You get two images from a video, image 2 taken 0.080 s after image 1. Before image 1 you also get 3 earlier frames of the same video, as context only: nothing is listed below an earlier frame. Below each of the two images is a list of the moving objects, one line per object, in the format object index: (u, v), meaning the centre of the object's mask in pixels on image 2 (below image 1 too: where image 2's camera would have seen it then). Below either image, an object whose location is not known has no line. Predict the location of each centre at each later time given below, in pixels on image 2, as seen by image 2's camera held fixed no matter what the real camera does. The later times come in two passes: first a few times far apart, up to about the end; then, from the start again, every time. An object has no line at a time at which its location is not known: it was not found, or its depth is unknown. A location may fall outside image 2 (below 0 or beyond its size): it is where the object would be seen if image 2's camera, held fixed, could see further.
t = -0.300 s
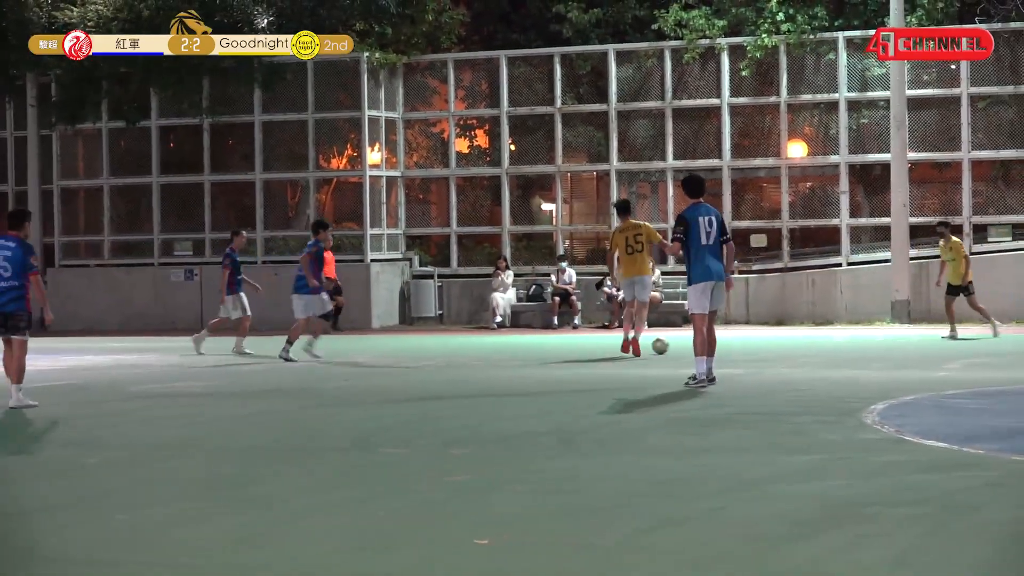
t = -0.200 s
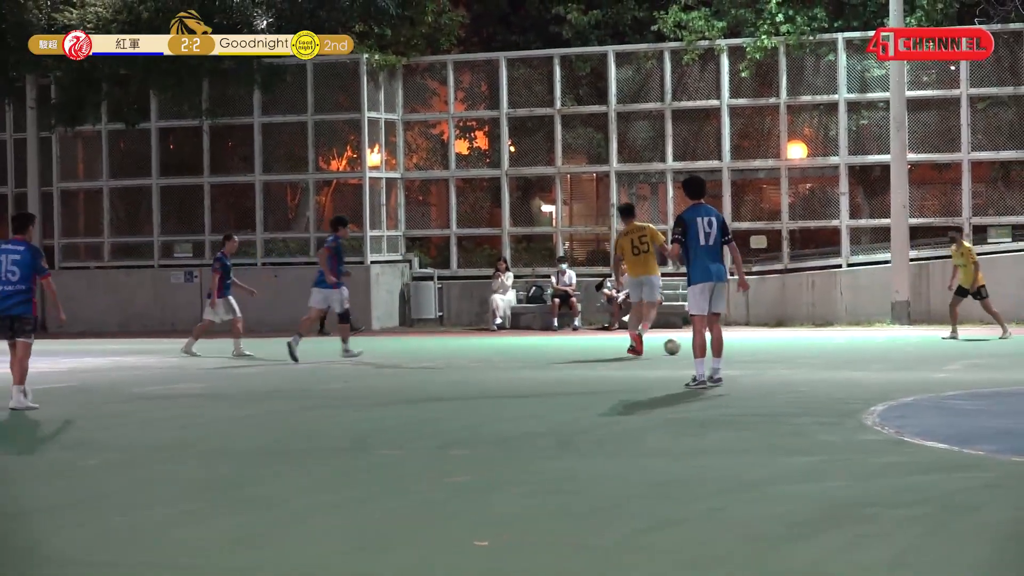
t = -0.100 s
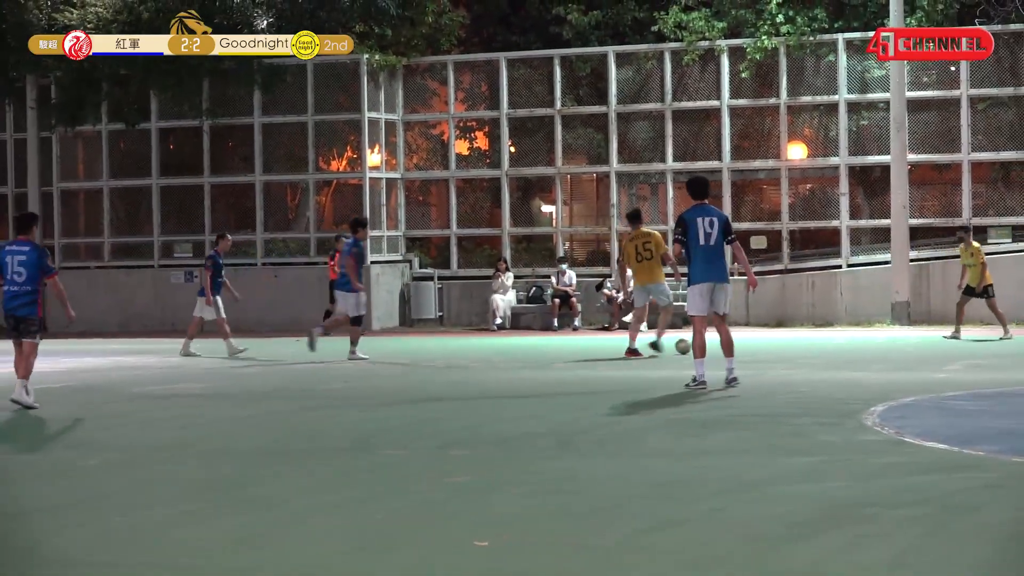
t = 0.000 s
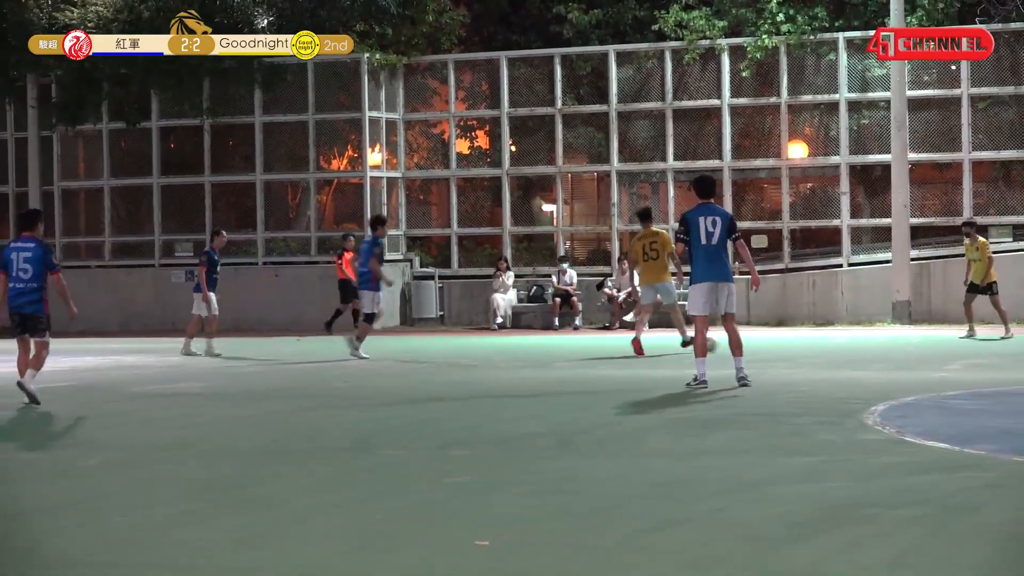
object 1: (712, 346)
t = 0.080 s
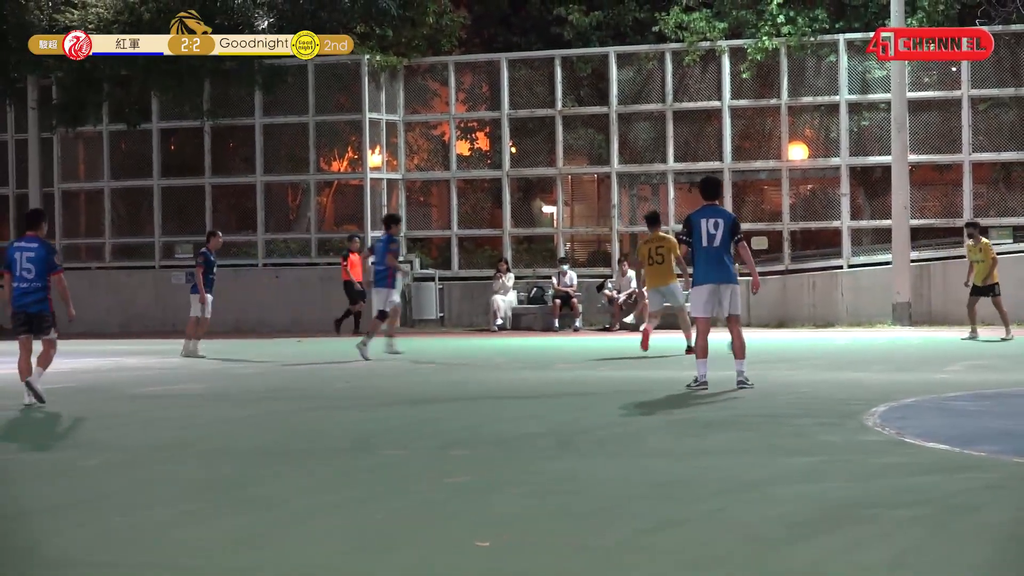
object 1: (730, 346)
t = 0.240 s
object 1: (783, 344)
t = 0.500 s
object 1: (854, 342)
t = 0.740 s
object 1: (917, 339)
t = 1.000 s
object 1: (984, 336)
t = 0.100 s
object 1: (749, 346)
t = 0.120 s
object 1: (752, 345)
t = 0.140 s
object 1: (755, 345)
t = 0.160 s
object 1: (760, 345)
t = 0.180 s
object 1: (766, 344)
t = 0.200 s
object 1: (772, 344)
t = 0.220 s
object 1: (777, 344)
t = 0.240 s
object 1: (783, 344)
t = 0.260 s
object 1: (789, 344)
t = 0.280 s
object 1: (794, 344)
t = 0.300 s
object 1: (800, 343)
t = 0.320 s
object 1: (805, 343)
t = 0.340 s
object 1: (811, 343)
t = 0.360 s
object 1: (816, 343)
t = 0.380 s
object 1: (822, 343)
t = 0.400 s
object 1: (827, 342)
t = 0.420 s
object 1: (833, 343)
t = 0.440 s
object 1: (838, 342)
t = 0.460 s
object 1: (843, 342)
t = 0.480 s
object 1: (849, 342)
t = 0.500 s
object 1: (854, 342)
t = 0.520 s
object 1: (860, 342)
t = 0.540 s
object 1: (865, 341)
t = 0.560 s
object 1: (870, 341)
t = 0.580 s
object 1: (875, 341)
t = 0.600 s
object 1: (880, 341)
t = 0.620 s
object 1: (886, 340)
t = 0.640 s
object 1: (891, 340)
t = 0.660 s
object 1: (896, 340)
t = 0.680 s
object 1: (901, 340)
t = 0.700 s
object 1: (907, 339)
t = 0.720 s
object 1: (912, 339)
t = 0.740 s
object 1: (917, 339)
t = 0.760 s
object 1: (922, 338)
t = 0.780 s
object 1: (927, 338)
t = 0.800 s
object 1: (932, 338)
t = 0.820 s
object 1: (938, 338)
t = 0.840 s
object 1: (943, 337)
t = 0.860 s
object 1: (948, 337)
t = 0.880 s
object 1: (953, 337)
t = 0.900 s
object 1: (958, 337)
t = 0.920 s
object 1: (963, 337)
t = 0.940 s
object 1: (968, 336)
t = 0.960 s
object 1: (974, 336)
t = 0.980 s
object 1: (979, 336)
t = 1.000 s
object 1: (984, 336)
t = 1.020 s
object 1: (989, 335)
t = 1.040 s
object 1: (994, 335)
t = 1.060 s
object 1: (999, 335)
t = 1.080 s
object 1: (1004, 335)
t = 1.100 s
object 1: (1009, 335)
